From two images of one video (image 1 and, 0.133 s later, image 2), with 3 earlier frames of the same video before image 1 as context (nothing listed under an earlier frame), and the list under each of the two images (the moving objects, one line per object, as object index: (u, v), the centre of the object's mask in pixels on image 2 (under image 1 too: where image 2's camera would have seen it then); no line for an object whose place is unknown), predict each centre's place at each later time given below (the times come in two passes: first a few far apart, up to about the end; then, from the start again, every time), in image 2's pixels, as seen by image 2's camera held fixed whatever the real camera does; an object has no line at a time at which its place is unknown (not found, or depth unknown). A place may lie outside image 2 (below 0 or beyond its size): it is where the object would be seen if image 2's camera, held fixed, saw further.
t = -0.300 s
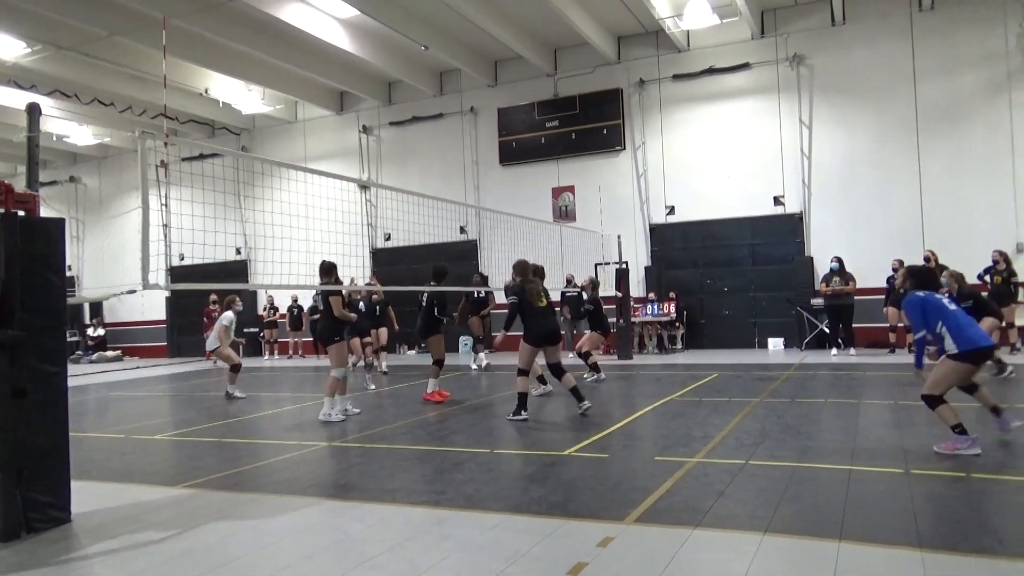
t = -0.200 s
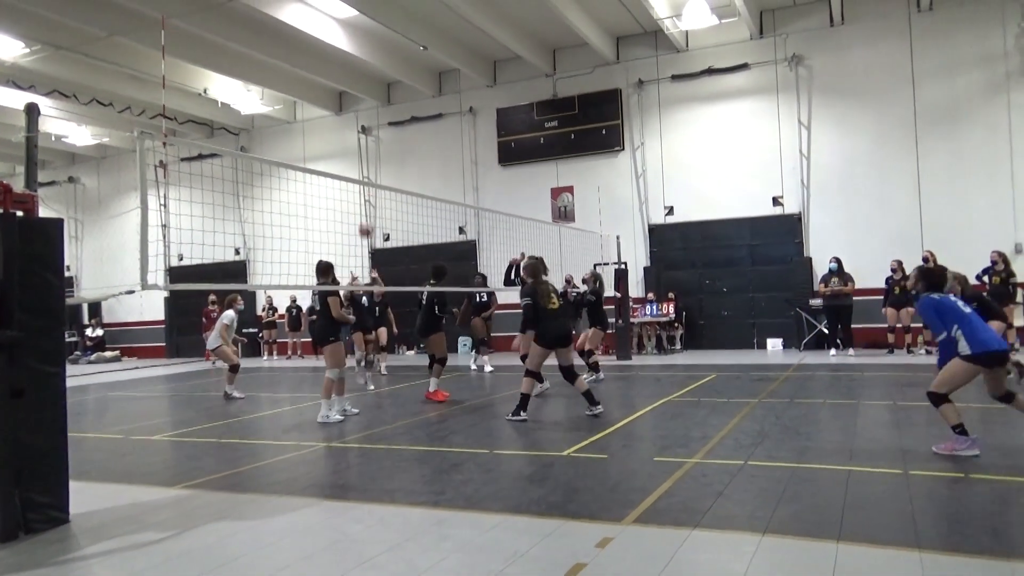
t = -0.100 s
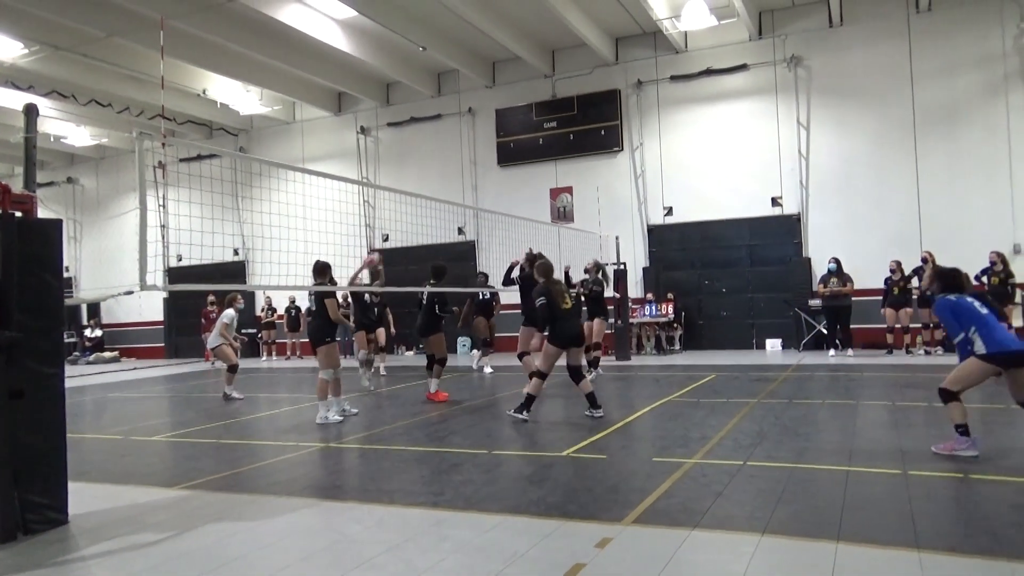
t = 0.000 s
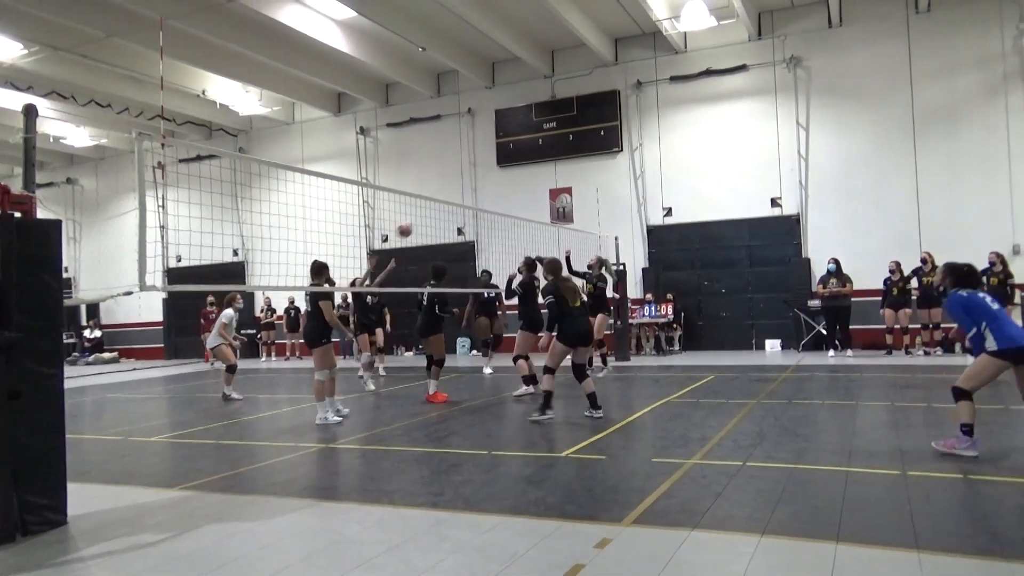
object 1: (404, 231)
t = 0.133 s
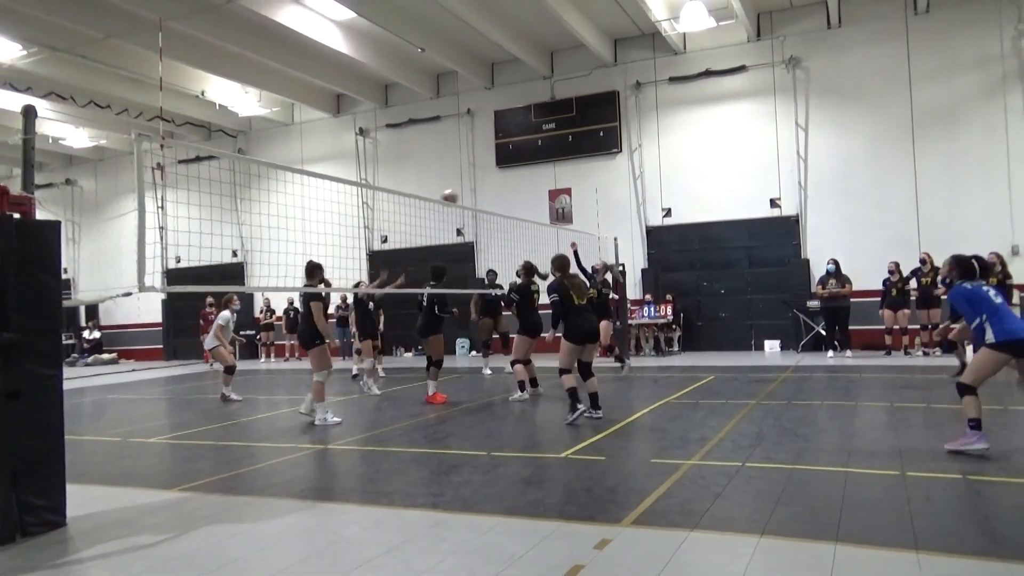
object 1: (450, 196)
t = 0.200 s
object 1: (474, 185)
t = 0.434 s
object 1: (572, 173)
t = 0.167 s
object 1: (461, 191)
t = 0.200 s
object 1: (474, 185)
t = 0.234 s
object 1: (487, 181)
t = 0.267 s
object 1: (500, 177)
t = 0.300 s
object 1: (513, 175)
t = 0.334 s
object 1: (528, 172)
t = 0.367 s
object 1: (542, 171)
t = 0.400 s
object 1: (557, 171)
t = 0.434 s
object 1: (572, 173)
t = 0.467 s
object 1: (588, 175)
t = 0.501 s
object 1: (604, 178)
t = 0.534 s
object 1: (620, 182)
